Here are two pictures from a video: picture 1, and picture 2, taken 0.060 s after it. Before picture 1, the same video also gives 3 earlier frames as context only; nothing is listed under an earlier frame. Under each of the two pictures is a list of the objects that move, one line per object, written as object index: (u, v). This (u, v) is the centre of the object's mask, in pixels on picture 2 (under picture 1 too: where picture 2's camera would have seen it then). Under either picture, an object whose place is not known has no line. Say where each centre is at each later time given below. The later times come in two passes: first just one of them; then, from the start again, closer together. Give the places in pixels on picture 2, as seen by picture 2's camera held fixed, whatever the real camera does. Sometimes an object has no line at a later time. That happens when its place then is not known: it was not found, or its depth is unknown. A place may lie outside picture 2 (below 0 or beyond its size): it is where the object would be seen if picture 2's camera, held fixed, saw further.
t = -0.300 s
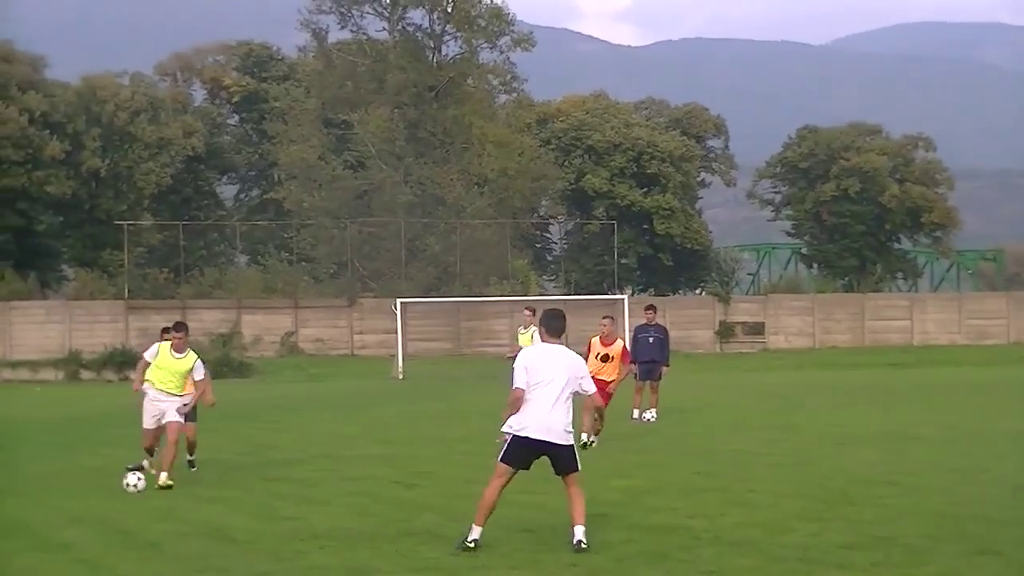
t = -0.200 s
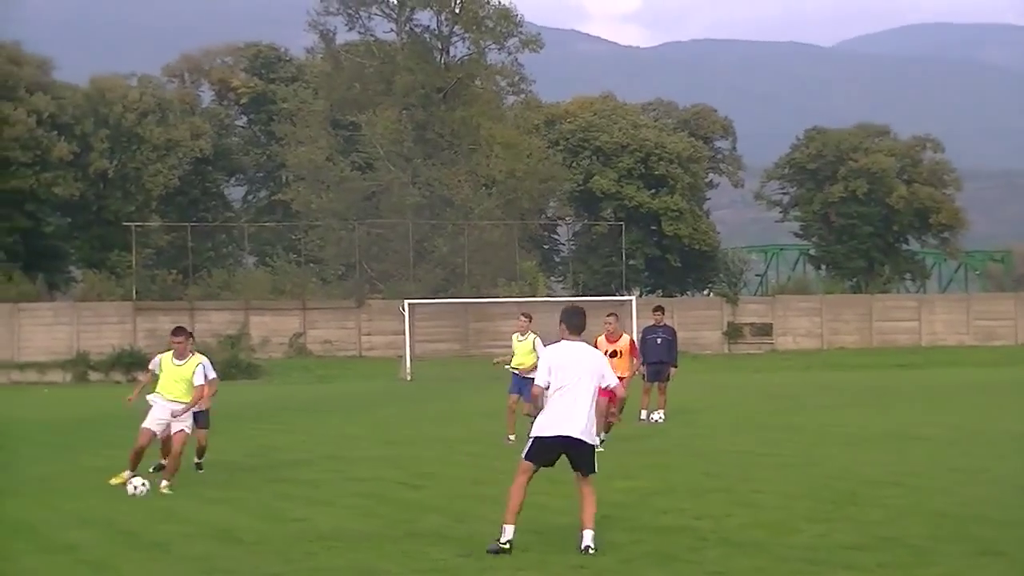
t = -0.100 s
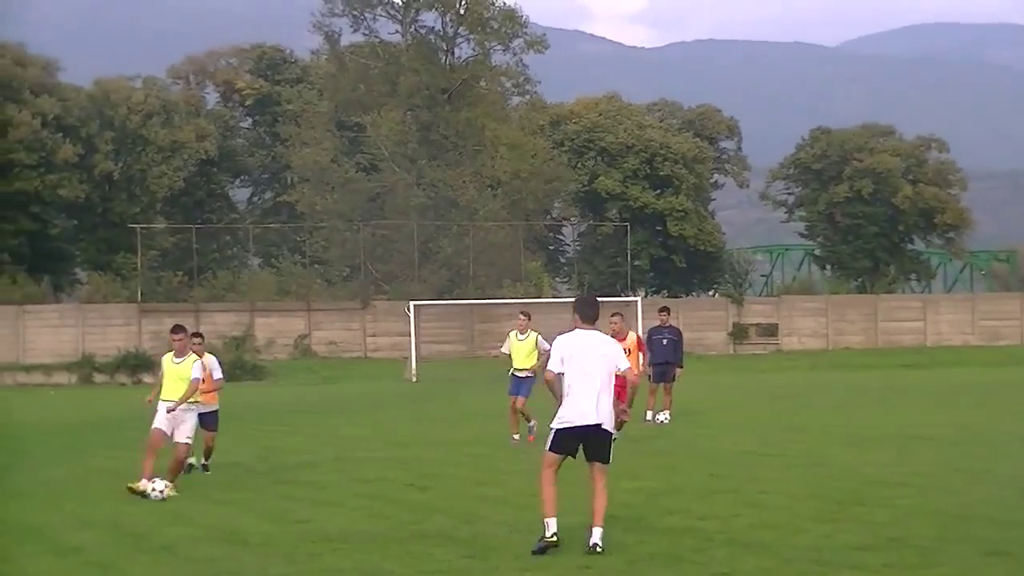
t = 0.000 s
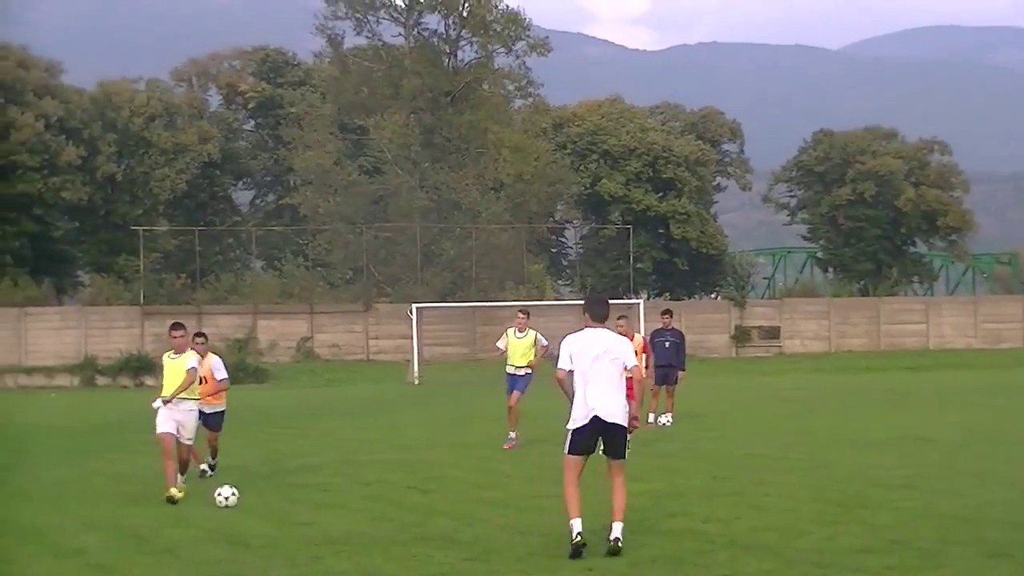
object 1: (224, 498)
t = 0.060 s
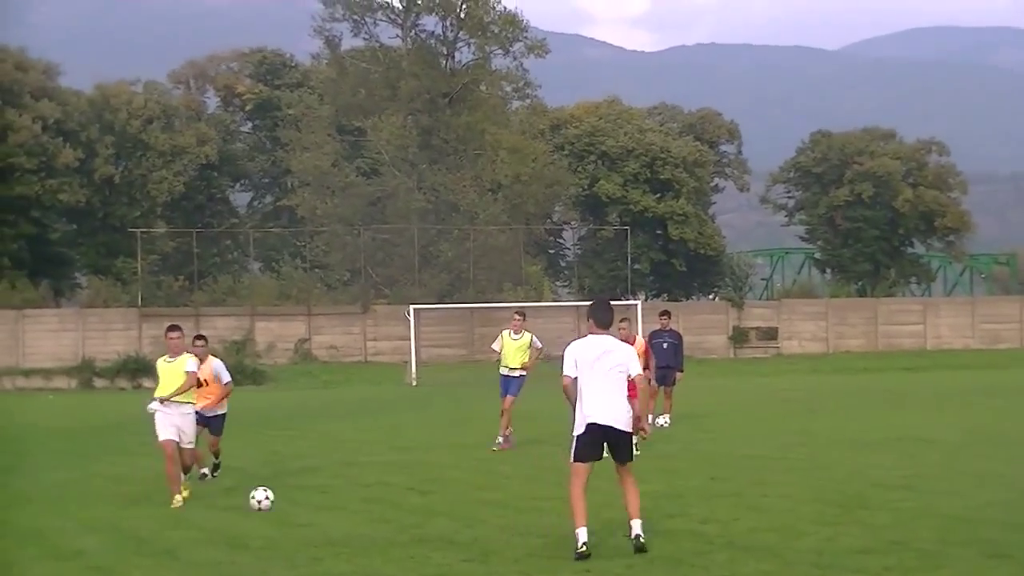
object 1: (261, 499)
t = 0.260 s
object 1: (381, 506)
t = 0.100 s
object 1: (285, 498)
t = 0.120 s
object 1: (296, 497)
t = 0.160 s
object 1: (320, 498)
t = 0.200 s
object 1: (345, 501)
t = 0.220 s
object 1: (358, 503)
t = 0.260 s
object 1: (381, 506)
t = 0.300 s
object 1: (402, 506)
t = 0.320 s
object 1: (414, 506)
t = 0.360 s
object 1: (434, 508)
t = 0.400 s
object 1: (455, 511)
